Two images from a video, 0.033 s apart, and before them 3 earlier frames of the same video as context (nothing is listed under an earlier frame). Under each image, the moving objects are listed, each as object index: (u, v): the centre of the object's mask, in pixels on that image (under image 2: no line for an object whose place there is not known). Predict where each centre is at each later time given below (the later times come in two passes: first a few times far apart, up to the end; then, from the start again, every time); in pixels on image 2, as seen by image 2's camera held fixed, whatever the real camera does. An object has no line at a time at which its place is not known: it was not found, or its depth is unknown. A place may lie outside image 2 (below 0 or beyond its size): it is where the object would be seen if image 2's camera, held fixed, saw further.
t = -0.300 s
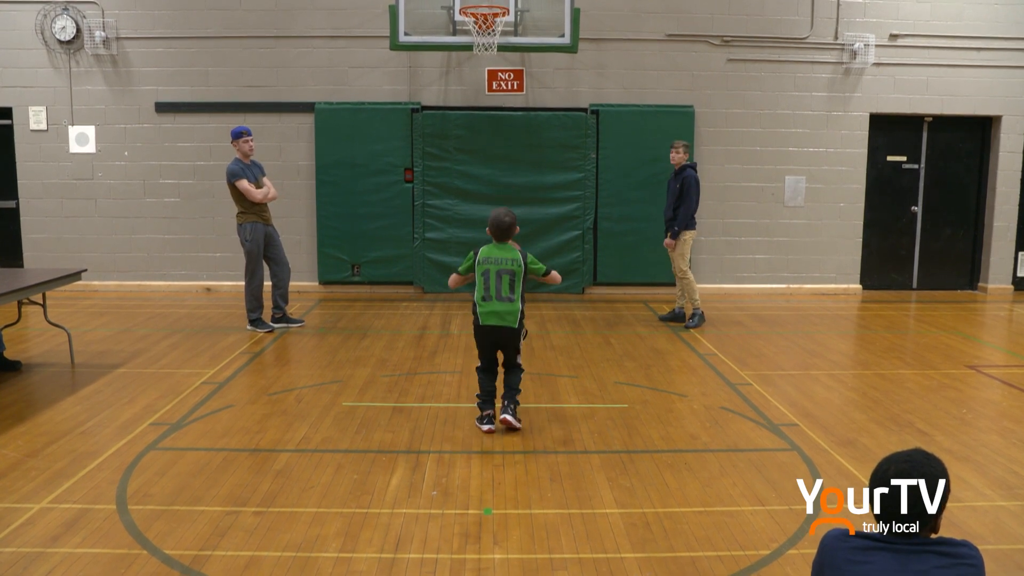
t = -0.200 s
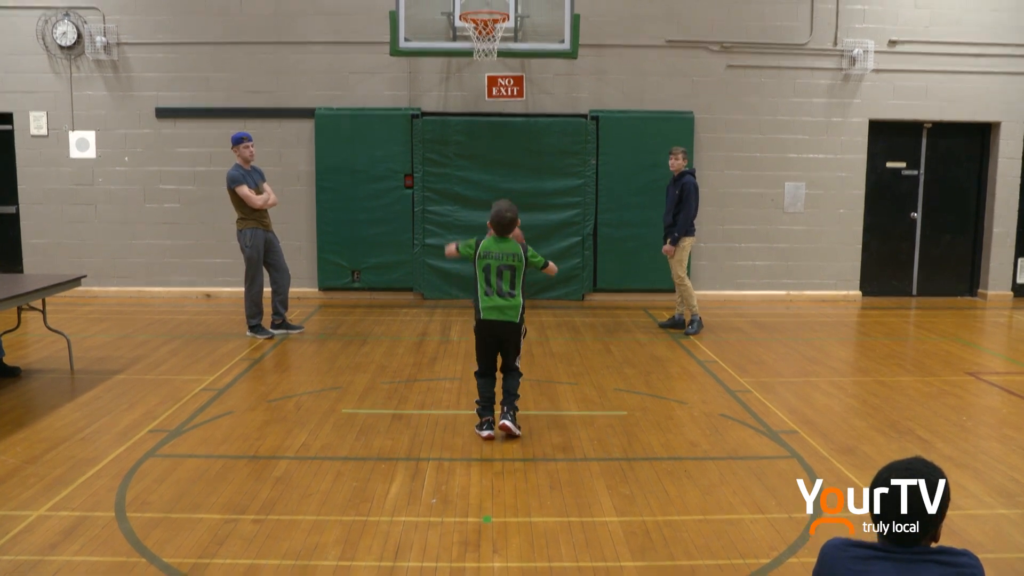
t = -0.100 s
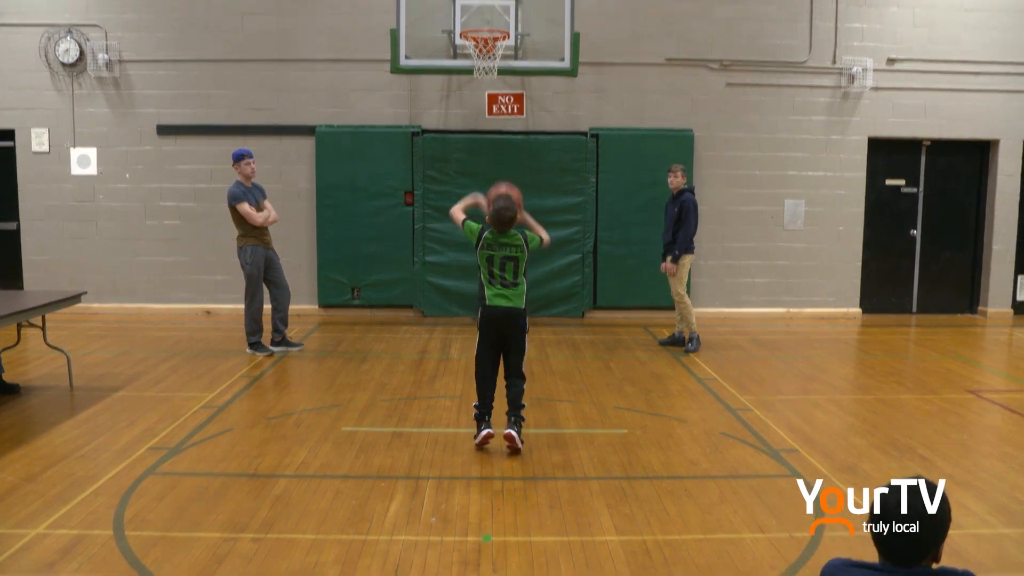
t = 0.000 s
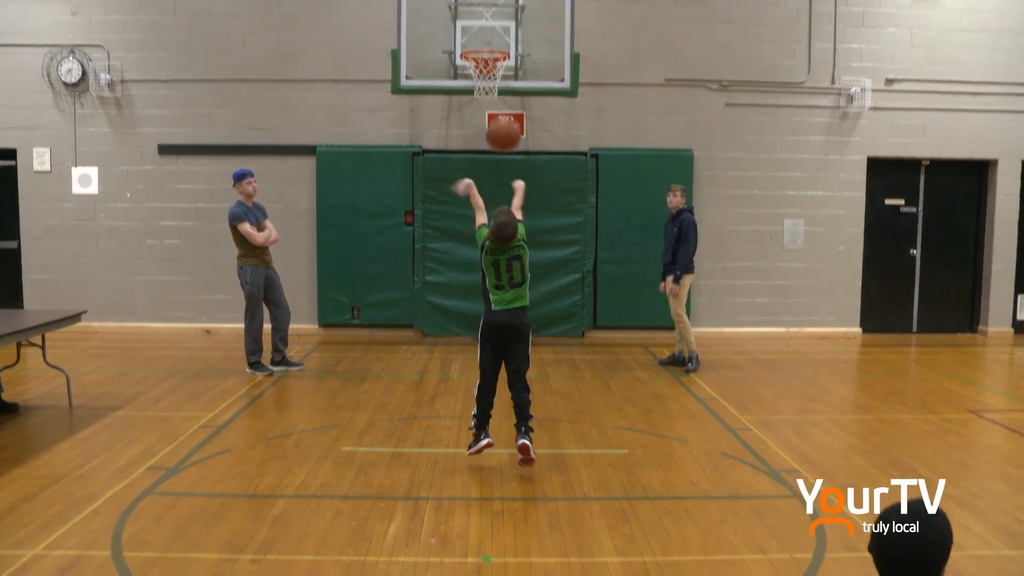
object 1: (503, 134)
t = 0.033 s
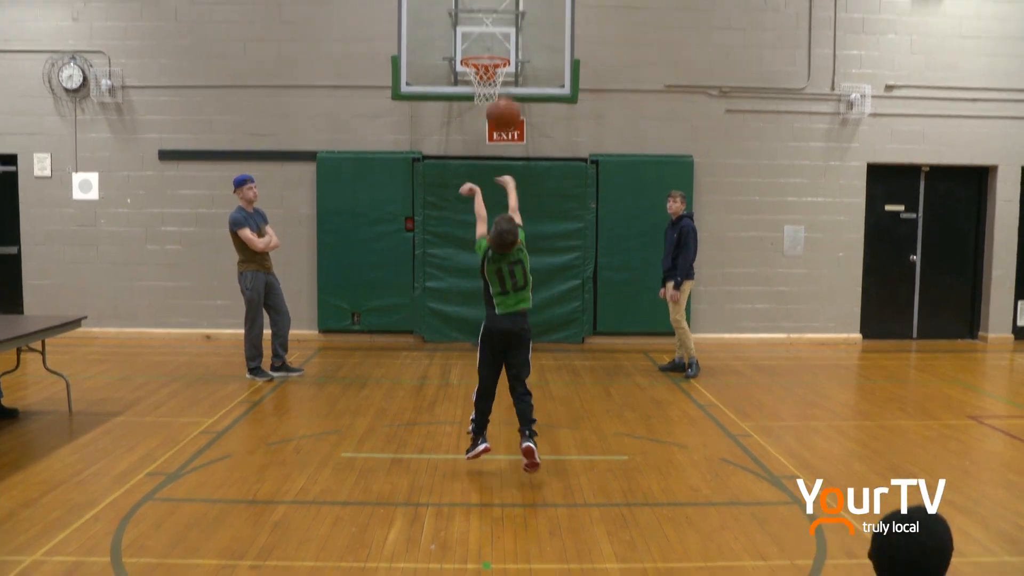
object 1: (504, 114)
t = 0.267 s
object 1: (502, -3)
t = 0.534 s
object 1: (502, -29)
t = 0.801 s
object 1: (500, 24)
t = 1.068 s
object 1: (475, 69)
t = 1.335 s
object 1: (488, 83)
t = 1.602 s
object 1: (513, 151)
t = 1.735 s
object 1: (524, 208)
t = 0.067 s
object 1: (503, 92)
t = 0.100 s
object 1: (503, 71)
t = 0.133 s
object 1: (502, 51)
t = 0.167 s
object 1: (502, 35)
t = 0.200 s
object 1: (502, 21)
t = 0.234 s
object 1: (502, 8)
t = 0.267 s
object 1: (502, -3)
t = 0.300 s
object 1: (502, -12)
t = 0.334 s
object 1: (502, -19)
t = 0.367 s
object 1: (502, -24)
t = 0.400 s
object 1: (502, -28)
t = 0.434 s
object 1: (502, -31)
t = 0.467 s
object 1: (502, -31)
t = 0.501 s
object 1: (502, -31)
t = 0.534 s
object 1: (502, -29)
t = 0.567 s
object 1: (501, -26)
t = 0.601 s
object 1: (501, -23)
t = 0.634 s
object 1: (501, -17)
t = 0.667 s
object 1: (501, -11)
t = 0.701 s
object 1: (501, -4)
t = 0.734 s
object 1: (500, 4)
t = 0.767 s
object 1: (500, 13)
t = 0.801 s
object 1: (500, 24)
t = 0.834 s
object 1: (499, 35)
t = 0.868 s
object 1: (499, 46)
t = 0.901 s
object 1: (497, 51)
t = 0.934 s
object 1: (492, 61)
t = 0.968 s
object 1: (486, 65)
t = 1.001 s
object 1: (480, 67)
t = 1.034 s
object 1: (480, 70)
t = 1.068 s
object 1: (475, 69)
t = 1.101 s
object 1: (474, 72)
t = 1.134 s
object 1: (473, 73)
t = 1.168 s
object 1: (473, 75)
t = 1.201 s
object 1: (475, 76)
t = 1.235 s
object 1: (478, 76)
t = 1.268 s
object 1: (482, 79)
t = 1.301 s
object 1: (485, 81)
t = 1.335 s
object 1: (488, 83)
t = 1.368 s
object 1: (493, 92)
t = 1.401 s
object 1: (496, 96)
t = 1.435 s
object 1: (498, 102)
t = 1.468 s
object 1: (501, 109)
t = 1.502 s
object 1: (504, 118)
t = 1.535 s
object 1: (507, 128)
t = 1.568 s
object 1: (510, 139)
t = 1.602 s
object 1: (513, 151)
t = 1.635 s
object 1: (516, 164)
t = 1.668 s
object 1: (519, 177)
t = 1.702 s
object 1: (521, 192)
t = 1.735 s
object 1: (524, 208)
